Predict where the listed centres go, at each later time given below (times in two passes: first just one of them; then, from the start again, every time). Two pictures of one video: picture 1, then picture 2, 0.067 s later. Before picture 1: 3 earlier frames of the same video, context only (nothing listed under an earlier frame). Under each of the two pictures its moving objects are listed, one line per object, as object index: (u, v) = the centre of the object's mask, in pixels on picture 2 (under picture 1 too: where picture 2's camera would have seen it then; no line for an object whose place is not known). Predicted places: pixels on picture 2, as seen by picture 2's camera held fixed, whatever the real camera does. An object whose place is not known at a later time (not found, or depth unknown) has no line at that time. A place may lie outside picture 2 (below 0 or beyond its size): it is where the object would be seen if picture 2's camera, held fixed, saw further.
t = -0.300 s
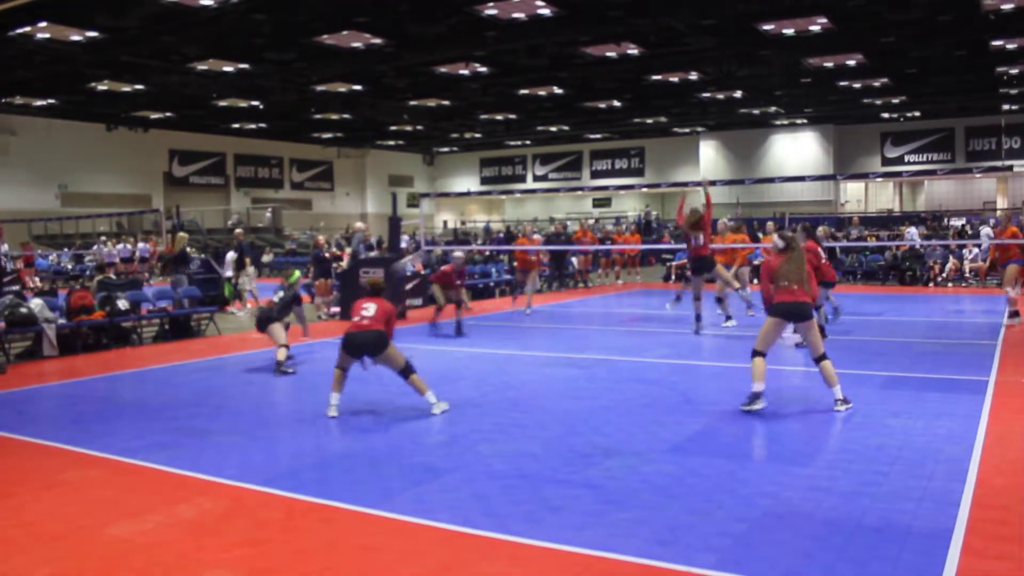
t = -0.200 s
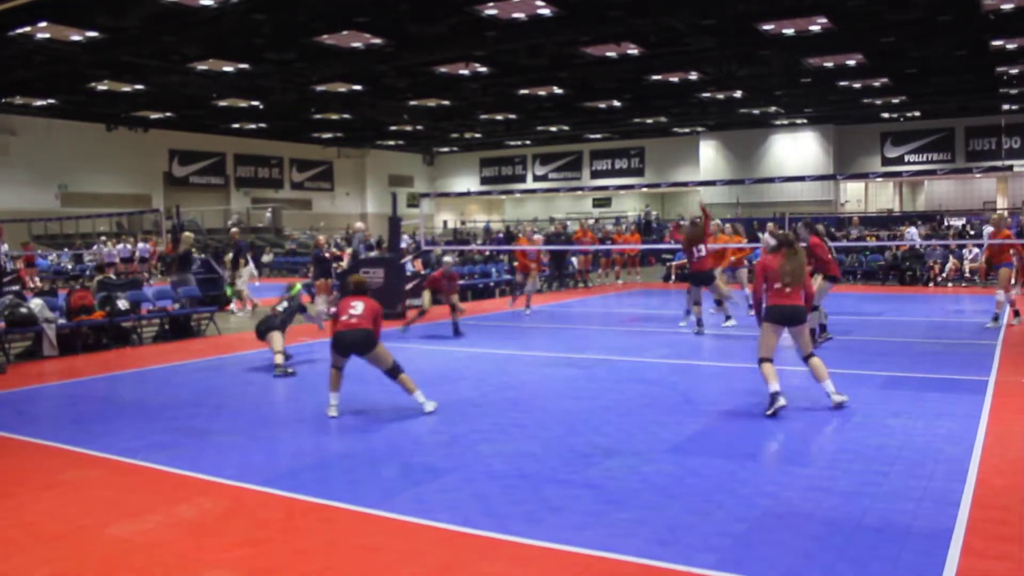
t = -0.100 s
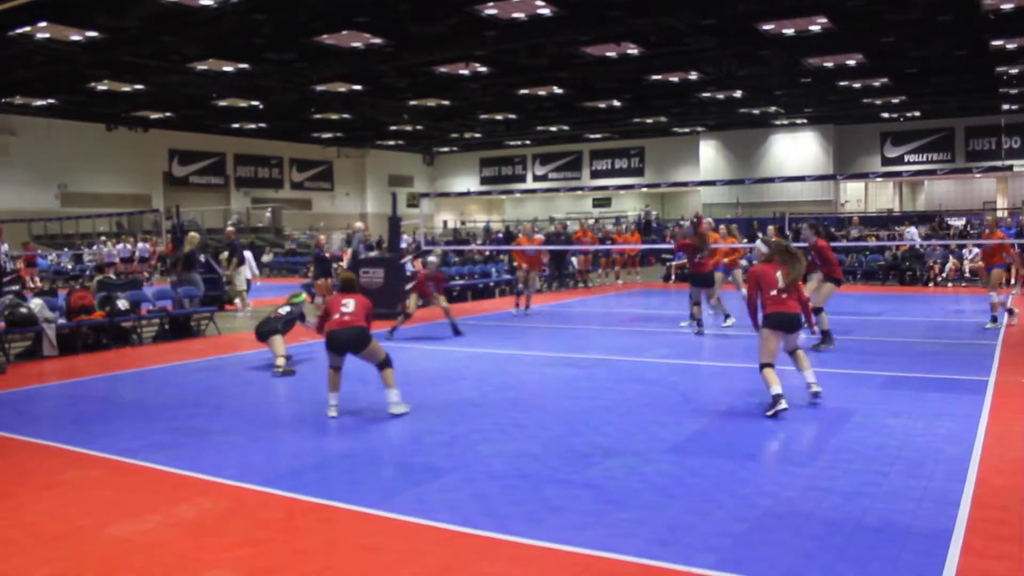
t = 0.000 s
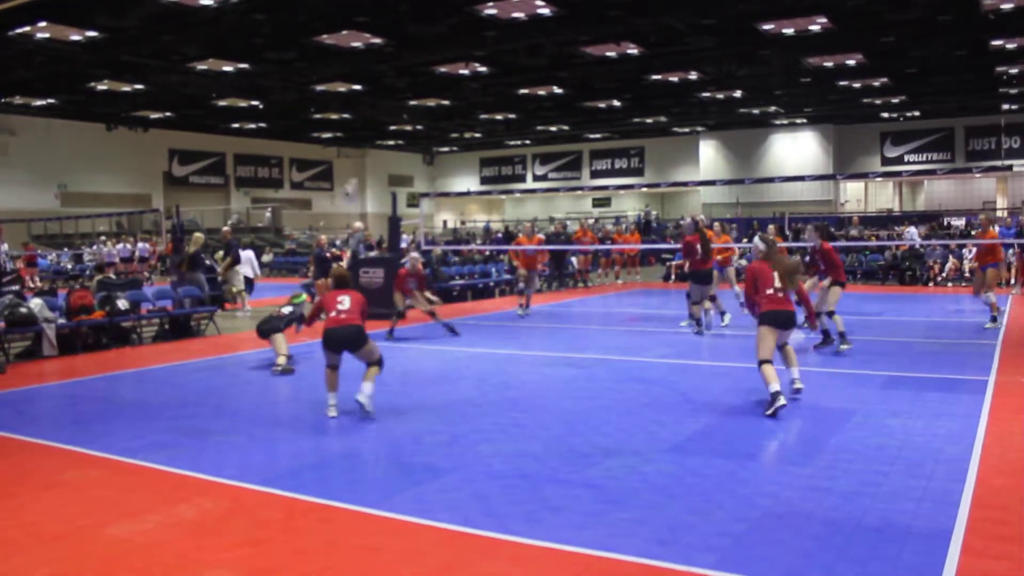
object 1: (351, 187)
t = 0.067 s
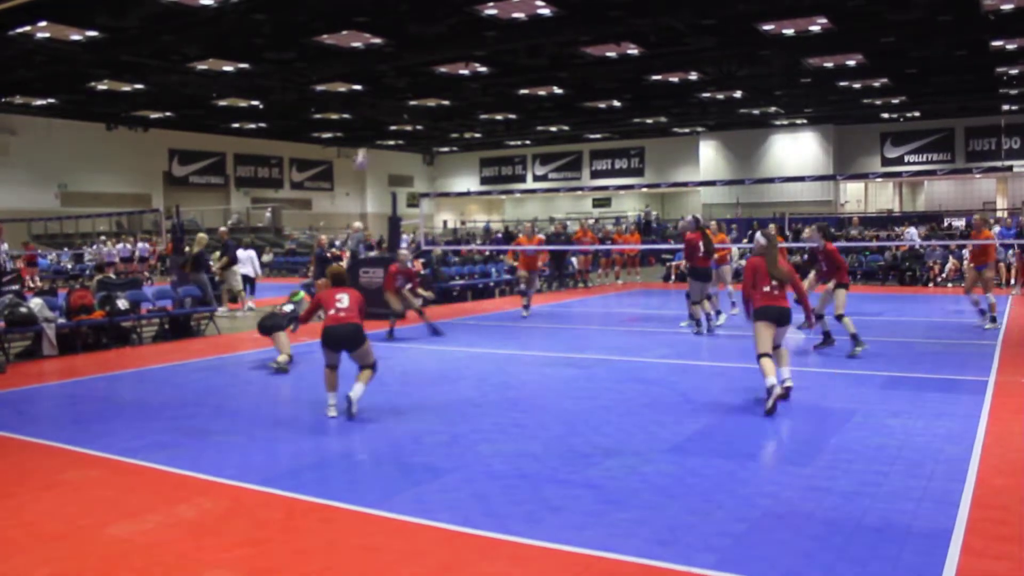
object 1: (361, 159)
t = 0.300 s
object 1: (391, 81)
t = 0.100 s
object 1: (366, 145)
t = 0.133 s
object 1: (370, 133)
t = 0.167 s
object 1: (374, 121)
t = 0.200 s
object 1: (379, 109)
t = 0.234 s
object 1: (384, 99)
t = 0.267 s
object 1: (387, 89)
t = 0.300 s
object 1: (391, 81)
